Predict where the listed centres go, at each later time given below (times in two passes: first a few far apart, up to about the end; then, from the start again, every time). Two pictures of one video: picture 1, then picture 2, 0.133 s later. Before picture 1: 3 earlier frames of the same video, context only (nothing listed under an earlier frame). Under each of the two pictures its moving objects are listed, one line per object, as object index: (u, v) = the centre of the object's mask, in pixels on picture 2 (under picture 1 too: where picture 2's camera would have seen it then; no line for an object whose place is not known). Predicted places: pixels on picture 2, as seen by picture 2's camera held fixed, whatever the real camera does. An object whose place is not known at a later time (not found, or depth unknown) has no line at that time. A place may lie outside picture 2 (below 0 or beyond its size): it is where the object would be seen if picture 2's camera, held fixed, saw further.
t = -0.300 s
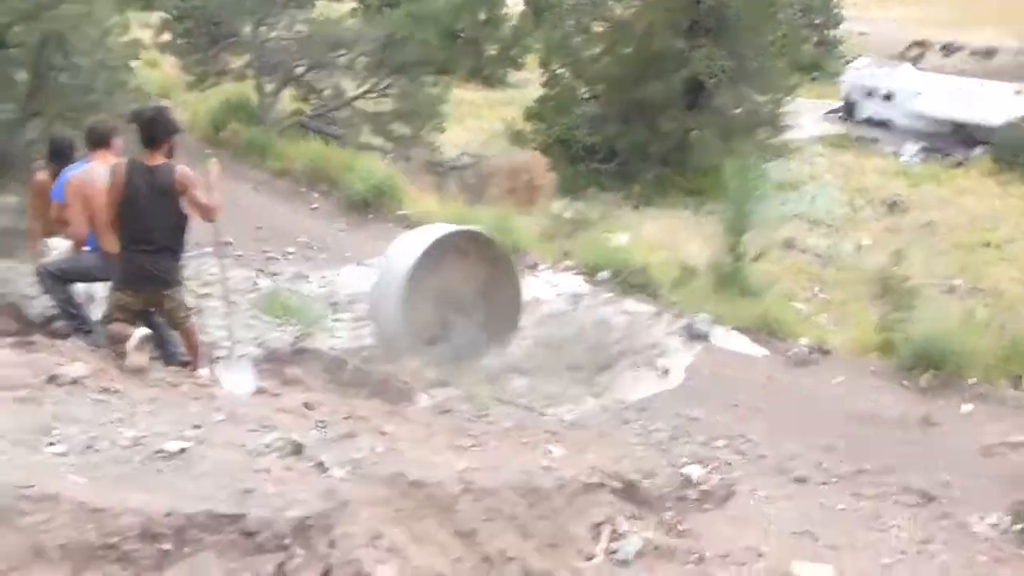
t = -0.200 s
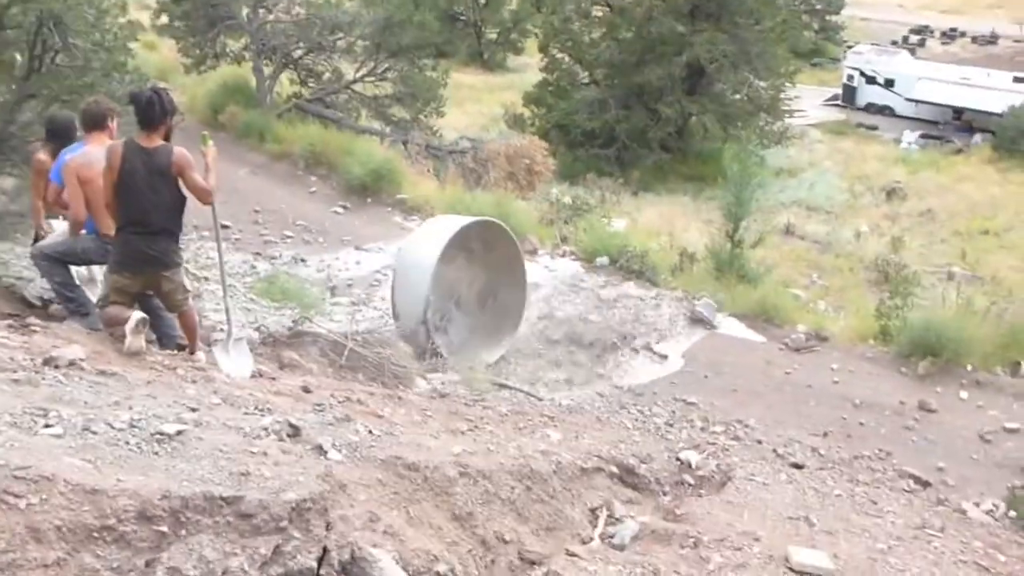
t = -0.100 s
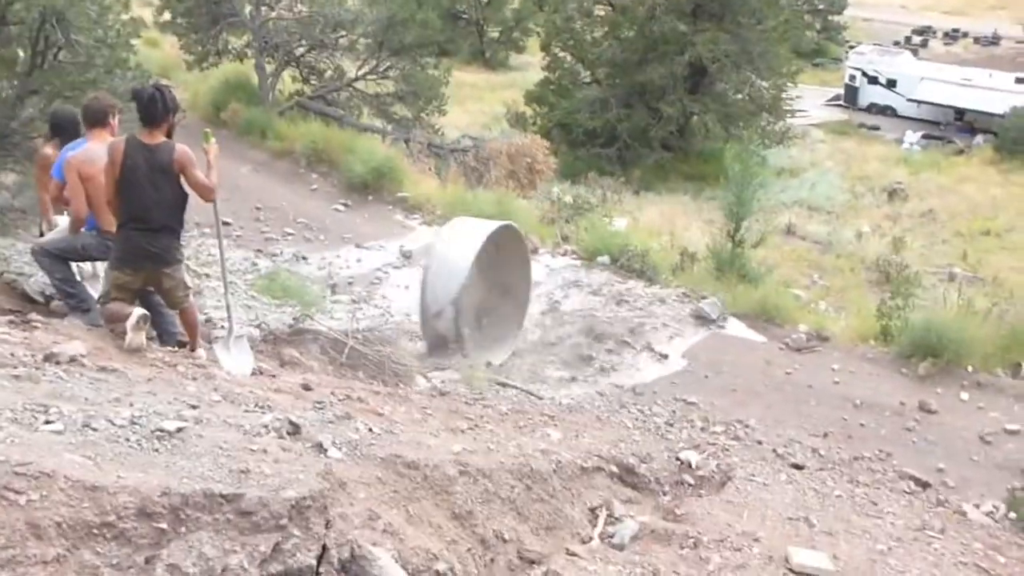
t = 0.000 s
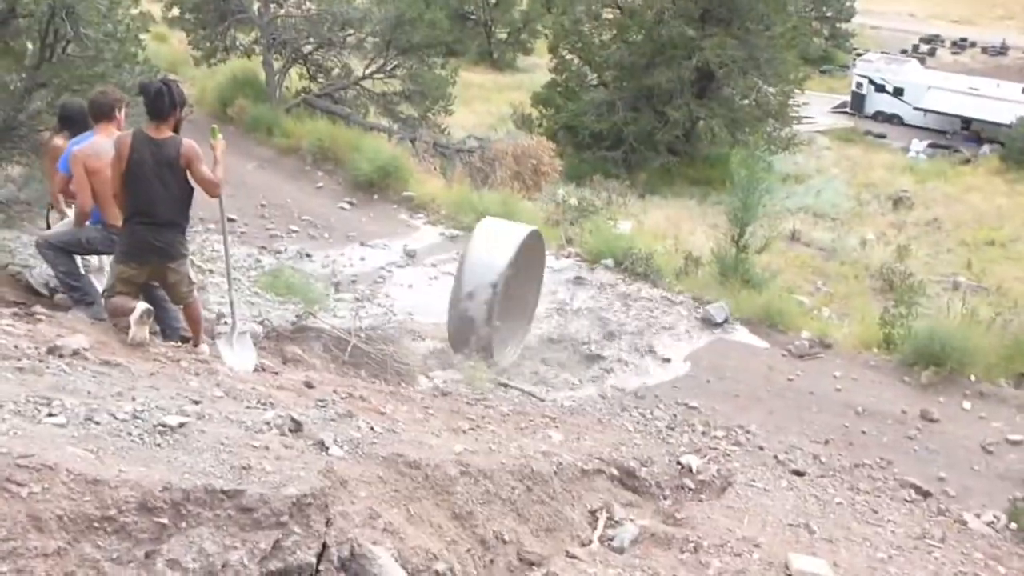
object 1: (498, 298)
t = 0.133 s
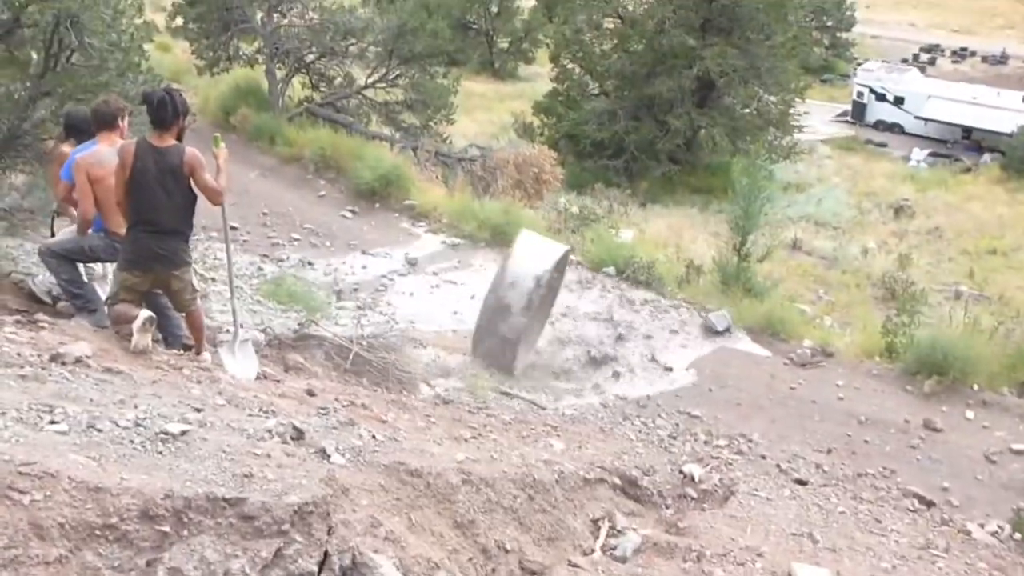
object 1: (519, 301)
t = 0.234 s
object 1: (534, 299)
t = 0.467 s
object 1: (564, 301)
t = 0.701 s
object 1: (595, 284)
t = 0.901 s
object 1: (617, 272)
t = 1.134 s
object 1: (640, 257)
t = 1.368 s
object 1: (664, 245)
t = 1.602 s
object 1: (689, 253)
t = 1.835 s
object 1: (711, 253)
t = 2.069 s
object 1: (729, 249)
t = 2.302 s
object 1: (745, 248)
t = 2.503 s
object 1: (758, 237)
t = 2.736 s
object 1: (772, 230)
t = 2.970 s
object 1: (784, 242)
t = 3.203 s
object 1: (793, 234)
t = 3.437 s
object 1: (801, 235)
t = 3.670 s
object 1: (809, 232)
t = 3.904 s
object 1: (810, 230)
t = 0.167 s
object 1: (524, 299)
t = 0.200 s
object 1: (529, 299)
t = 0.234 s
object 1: (534, 299)
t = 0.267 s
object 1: (539, 300)
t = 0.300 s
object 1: (543, 303)
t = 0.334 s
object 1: (547, 304)
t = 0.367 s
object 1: (551, 307)
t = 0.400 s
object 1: (556, 305)
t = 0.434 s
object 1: (560, 304)
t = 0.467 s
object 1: (564, 301)
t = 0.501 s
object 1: (569, 298)
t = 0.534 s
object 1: (574, 295)
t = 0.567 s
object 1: (578, 293)
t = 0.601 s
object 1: (582, 292)
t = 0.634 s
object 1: (586, 290)
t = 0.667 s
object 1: (590, 288)
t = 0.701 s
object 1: (595, 284)
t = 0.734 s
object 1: (598, 282)
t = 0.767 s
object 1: (603, 279)
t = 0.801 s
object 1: (606, 276)
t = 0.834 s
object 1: (610, 275)
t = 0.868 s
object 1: (613, 274)
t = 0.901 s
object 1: (617, 272)
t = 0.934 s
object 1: (620, 269)
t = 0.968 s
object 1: (624, 269)
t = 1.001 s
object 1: (627, 268)
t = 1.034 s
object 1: (630, 266)
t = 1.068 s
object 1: (633, 263)
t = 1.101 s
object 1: (637, 260)
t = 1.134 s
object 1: (640, 257)
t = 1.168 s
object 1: (644, 255)
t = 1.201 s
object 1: (648, 253)
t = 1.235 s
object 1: (651, 251)
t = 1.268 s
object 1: (654, 250)
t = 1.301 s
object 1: (658, 247)
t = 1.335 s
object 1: (661, 247)
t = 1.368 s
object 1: (664, 245)
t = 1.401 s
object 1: (668, 244)
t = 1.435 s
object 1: (671, 244)
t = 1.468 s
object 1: (676, 244)
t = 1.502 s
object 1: (678, 247)
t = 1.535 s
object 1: (684, 246)
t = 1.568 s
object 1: (686, 249)
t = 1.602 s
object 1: (689, 253)
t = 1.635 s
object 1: (693, 254)
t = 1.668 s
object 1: (696, 256)
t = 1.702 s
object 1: (699, 259)
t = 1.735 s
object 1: (701, 259)
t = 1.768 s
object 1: (704, 258)
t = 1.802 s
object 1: (707, 256)
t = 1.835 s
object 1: (711, 253)
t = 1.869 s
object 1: (714, 252)
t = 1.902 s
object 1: (717, 251)
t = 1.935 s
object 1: (719, 251)
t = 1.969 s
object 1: (722, 247)
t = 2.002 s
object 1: (724, 247)
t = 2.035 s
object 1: (726, 250)
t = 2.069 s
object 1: (729, 249)
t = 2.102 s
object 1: (732, 250)
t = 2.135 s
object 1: (733, 251)
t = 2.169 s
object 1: (736, 251)
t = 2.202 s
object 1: (738, 250)
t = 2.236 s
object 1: (740, 248)
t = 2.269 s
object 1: (743, 248)
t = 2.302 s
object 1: (745, 248)
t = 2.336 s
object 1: (747, 247)
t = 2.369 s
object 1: (749, 246)
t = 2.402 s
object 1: (751, 244)
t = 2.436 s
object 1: (754, 243)
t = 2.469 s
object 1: (755, 241)
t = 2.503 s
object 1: (758, 237)
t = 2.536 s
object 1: (759, 237)
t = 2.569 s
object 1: (761, 237)
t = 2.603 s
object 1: (763, 236)
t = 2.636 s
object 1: (765, 234)
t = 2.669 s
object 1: (765, 235)
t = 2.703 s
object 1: (766, 233)
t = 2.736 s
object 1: (772, 230)
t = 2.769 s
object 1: (774, 231)
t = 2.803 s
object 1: (776, 232)
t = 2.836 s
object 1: (777, 234)
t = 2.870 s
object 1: (780, 236)
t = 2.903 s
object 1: (780, 238)
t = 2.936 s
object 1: (782, 240)
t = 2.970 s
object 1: (784, 242)
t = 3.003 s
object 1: (785, 243)
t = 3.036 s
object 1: (786, 240)
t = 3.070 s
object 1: (788, 239)
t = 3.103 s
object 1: (788, 238)
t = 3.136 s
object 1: (789, 237)
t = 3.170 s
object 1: (791, 235)
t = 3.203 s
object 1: (793, 234)
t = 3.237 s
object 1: (793, 234)
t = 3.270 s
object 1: (794, 232)
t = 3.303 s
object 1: (795, 232)
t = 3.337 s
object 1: (796, 233)
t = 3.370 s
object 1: (799, 233)
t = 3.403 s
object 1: (799, 235)
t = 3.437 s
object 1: (801, 235)
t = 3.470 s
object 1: (803, 234)
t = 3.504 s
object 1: (804, 233)
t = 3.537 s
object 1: (806, 232)
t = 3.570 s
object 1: (807, 230)
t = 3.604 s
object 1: (807, 230)
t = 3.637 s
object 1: (808, 230)
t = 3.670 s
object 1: (809, 232)
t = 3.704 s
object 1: (809, 232)
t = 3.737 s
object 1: (809, 232)
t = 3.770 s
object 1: (809, 231)
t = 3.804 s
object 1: (810, 229)
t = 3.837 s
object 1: (810, 230)
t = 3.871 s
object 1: (810, 230)
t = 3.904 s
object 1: (810, 230)
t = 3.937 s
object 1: (811, 229)
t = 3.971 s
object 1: (814, 227)
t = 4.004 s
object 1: (812, 227)
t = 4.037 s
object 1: (812, 226)
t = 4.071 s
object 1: (812, 226)
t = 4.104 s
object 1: (813, 225)
